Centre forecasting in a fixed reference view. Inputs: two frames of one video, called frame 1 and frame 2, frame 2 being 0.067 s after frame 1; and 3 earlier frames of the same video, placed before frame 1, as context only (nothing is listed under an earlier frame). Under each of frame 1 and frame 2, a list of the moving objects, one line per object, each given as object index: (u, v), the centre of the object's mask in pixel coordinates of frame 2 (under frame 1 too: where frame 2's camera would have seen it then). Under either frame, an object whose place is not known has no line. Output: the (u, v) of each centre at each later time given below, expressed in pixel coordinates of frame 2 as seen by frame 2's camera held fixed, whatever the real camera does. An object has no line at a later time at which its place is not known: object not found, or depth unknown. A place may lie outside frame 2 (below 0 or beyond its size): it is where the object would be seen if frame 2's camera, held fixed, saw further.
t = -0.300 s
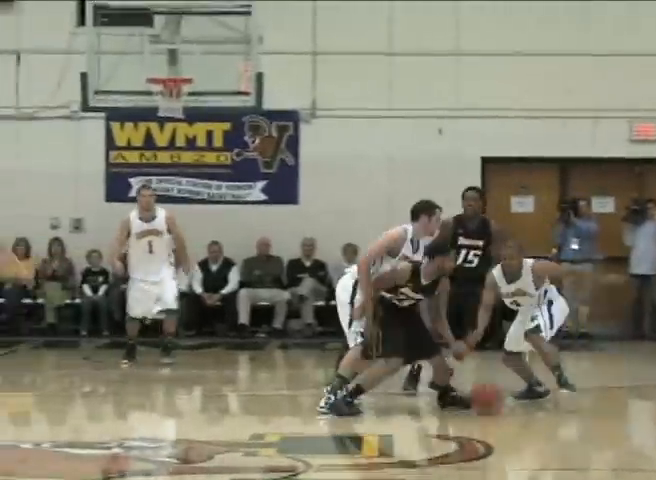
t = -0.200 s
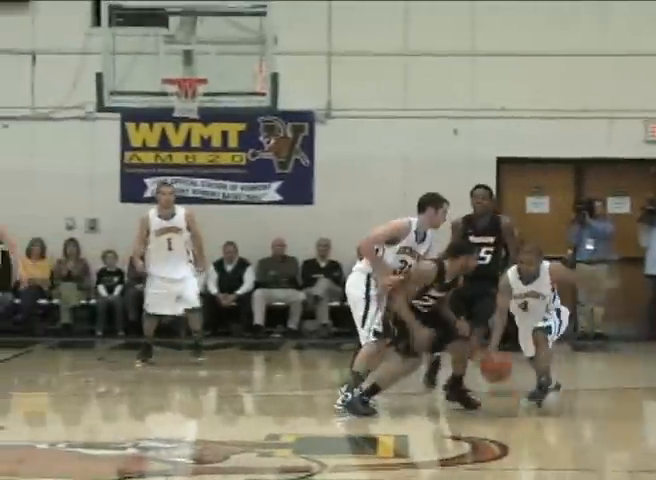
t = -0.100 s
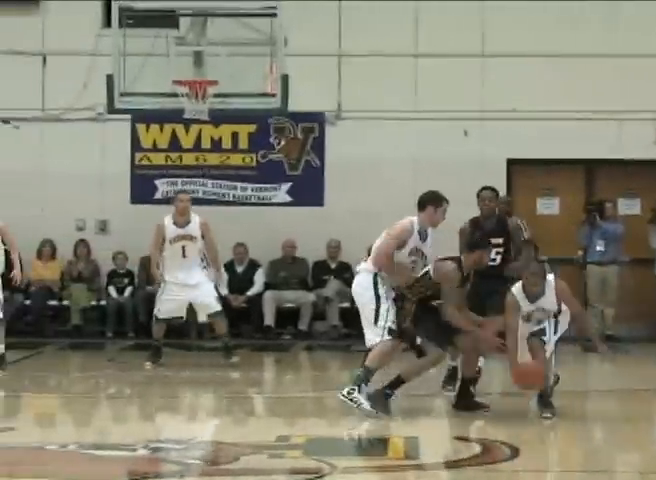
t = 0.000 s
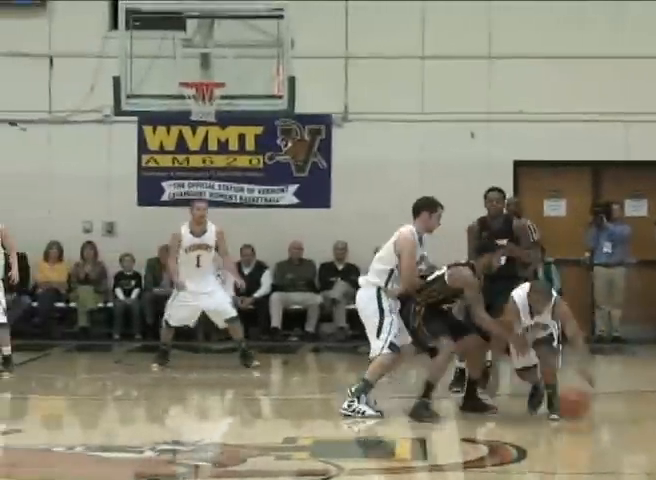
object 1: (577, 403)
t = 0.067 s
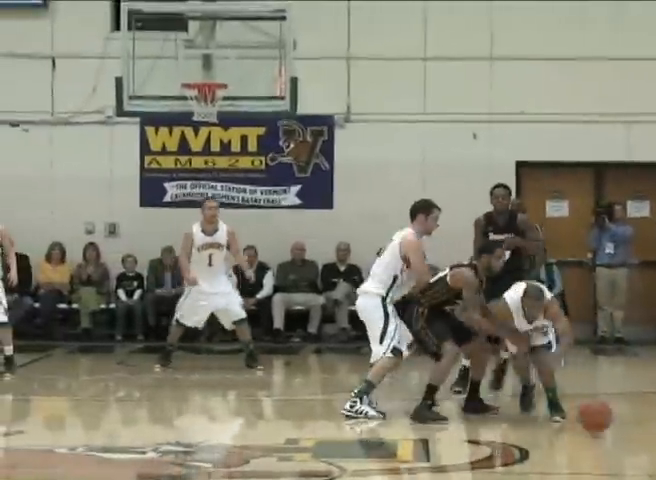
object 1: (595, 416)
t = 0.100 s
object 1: (600, 408)
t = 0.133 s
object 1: (607, 402)
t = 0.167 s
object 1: (616, 398)
